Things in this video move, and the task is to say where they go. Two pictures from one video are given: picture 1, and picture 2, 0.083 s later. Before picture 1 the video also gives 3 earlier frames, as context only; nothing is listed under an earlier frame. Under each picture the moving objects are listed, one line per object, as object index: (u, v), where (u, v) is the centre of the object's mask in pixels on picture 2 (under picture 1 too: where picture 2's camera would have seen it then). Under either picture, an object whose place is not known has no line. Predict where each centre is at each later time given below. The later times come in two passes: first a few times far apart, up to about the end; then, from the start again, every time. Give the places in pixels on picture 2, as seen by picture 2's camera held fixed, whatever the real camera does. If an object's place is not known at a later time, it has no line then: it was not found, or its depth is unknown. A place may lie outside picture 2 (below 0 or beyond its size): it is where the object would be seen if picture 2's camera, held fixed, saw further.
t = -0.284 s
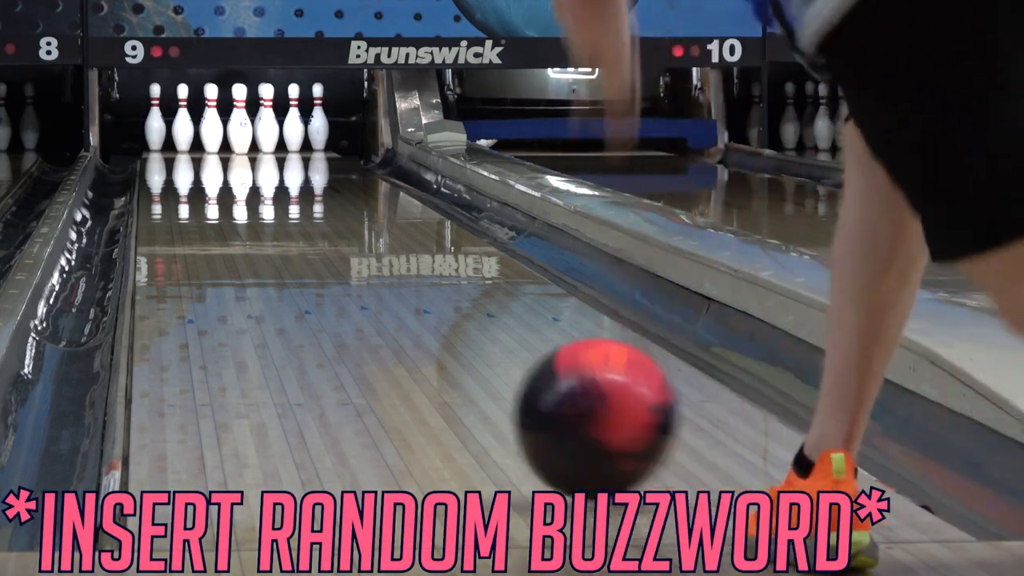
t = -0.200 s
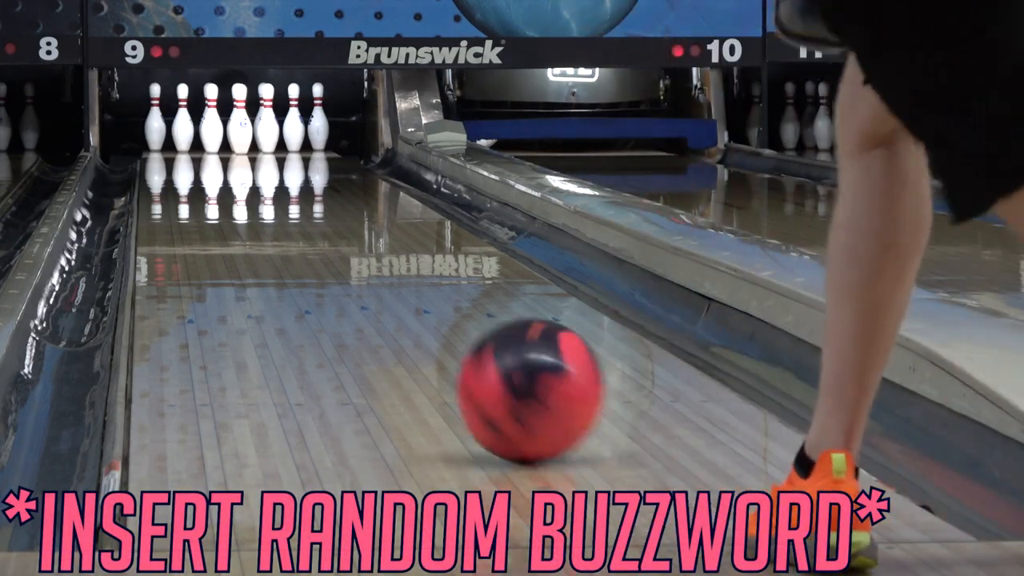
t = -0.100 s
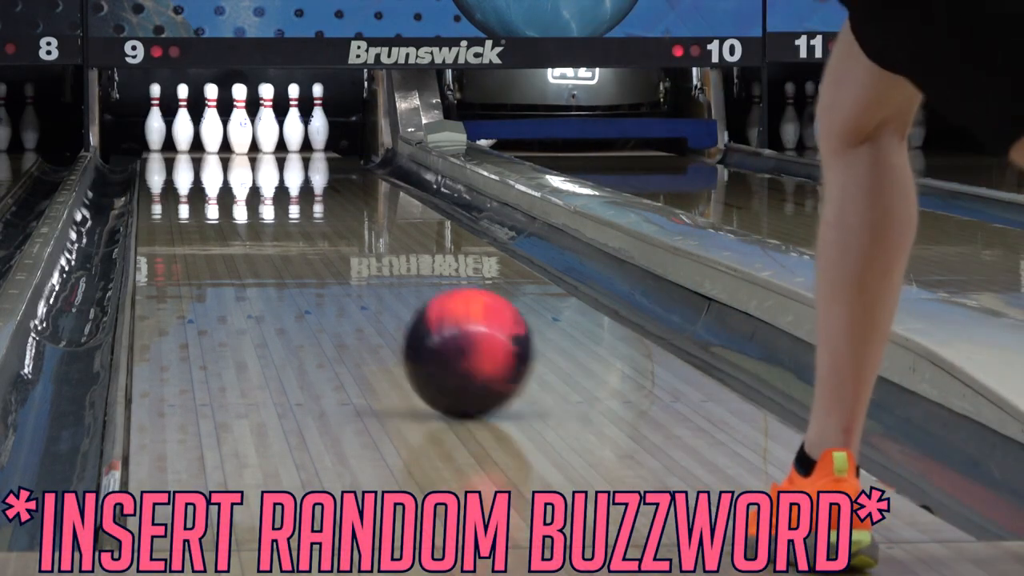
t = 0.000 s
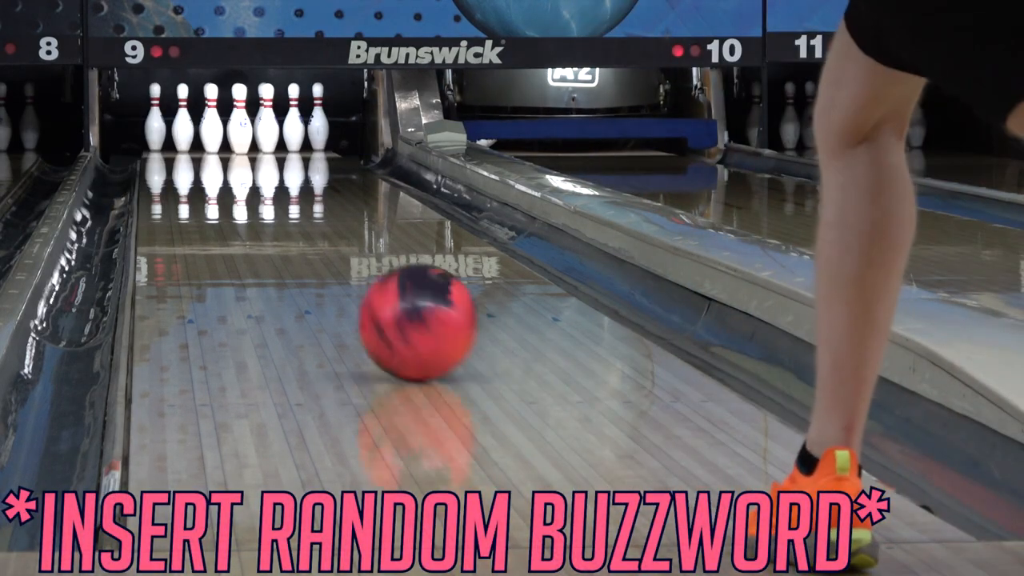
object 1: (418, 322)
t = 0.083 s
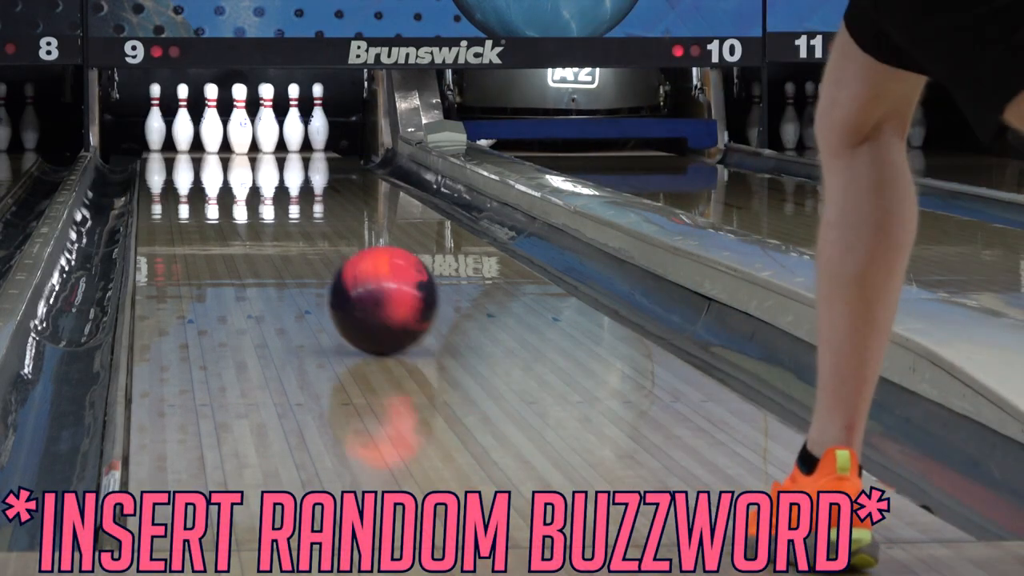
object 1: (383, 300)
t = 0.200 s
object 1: (343, 276)
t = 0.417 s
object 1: (288, 239)
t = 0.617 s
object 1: (251, 215)
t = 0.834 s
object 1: (222, 195)
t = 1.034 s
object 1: (202, 180)
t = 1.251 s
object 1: (187, 167)
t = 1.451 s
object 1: (180, 158)
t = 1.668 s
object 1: (183, 150)
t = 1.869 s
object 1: (197, 143)
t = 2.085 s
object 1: (217, 137)
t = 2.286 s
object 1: (224, 134)
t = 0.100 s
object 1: (377, 296)
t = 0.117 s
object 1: (371, 292)
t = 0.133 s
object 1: (366, 289)
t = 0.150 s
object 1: (359, 286)
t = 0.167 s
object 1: (354, 282)
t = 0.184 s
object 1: (348, 279)
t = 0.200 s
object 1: (343, 276)
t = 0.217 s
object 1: (338, 272)
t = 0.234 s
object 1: (333, 269)
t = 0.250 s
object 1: (328, 266)
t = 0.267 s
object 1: (324, 263)
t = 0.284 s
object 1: (319, 260)
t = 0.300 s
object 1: (315, 258)
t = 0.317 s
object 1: (311, 255)
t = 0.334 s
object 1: (307, 253)
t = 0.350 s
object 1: (303, 250)
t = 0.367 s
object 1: (299, 248)
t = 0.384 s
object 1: (295, 245)
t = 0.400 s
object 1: (291, 242)
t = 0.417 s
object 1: (288, 239)
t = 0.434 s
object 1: (284, 237)
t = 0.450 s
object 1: (281, 236)
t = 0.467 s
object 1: (277, 233)
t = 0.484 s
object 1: (274, 231)
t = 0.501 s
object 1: (272, 229)
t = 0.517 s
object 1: (268, 227)
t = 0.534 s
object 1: (266, 225)
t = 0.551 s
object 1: (262, 223)
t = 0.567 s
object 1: (259, 221)
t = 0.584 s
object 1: (256, 219)
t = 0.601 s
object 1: (254, 217)
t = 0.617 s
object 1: (251, 215)
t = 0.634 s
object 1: (249, 213)
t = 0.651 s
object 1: (246, 212)
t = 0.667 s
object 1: (244, 210)
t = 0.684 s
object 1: (242, 209)
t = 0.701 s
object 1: (239, 207)
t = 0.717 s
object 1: (236, 205)
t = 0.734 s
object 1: (234, 204)
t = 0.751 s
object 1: (232, 202)
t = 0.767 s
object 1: (230, 200)
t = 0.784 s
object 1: (228, 199)
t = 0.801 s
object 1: (226, 197)
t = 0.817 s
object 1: (224, 196)
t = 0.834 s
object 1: (222, 195)
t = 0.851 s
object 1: (220, 193)
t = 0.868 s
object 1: (218, 192)
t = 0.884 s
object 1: (217, 191)
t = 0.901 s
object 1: (215, 189)
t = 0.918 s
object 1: (213, 188)
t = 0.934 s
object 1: (211, 187)
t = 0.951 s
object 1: (209, 186)
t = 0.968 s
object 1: (208, 184)
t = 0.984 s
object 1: (206, 183)
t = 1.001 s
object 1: (205, 182)
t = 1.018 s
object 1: (203, 181)
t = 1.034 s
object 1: (202, 180)
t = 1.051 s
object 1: (201, 179)
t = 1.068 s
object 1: (200, 178)
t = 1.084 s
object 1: (198, 176)
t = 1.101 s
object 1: (198, 176)
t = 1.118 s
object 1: (196, 175)
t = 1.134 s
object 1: (195, 174)
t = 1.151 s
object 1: (194, 173)
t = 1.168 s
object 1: (192, 172)
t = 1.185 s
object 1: (191, 170)
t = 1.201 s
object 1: (190, 170)
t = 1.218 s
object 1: (189, 169)
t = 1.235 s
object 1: (188, 168)
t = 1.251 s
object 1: (187, 167)
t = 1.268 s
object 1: (186, 166)
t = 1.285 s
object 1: (185, 166)
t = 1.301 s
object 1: (185, 165)
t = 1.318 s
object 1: (184, 164)
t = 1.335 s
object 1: (183, 163)
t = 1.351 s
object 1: (183, 162)
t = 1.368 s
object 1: (182, 161)
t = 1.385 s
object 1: (181, 160)
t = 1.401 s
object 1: (181, 160)
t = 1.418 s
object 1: (181, 159)
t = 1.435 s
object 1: (180, 158)
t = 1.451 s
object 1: (180, 158)
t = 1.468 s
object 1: (180, 157)
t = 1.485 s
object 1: (180, 157)
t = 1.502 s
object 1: (180, 156)
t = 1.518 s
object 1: (180, 156)
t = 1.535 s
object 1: (180, 154)
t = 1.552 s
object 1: (180, 154)
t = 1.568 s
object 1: (180, 153)
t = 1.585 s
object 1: (180, 152)
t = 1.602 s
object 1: (181, 152)
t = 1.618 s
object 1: (181, 151)
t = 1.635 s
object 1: (182, 151)
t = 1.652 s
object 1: (182, 150)
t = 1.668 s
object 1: (183, 150)
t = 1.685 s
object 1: (184, 150)
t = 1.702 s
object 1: (185, 148)
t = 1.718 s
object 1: (185, 148)
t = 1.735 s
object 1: (186, 148)
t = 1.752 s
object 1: (187, 147)
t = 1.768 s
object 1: (188, 146)
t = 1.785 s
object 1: (190, 146)
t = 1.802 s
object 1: (190, 145)
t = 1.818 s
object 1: (193, 145)
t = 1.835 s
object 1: (194, 144)
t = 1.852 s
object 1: (195, 144)
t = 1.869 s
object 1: (197, 143)
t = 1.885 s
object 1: (198, 143)
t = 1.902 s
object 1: (199, 143)
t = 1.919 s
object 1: (201, 142)
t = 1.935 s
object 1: (203, 141)
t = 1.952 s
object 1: (204, 141)
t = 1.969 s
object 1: (206, 140)
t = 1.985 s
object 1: (208, 140)
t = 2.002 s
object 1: (209, 140)
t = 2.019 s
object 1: (211, 139)
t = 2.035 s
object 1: (213, 139)
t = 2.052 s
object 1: (215, 138)
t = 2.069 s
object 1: (216, 138)
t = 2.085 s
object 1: (217, 137)
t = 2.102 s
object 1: (218, 137)
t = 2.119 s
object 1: (220, 136)
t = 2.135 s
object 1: (221, 136)
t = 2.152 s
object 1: (223, 135)
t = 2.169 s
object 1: (224, 135)
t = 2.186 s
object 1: (225, 135)
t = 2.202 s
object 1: (224, 134)
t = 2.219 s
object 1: (224, 134)
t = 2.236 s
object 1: (223, 134)
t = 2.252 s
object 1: (223, 134)
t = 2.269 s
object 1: (223, 134)
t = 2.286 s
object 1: (224, 134)
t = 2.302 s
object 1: (224, 133)
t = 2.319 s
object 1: (224, 133)
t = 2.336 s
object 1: (223, 133)
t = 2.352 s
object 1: (223, 133)
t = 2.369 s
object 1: (222, 133)
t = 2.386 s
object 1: (222, 132)
